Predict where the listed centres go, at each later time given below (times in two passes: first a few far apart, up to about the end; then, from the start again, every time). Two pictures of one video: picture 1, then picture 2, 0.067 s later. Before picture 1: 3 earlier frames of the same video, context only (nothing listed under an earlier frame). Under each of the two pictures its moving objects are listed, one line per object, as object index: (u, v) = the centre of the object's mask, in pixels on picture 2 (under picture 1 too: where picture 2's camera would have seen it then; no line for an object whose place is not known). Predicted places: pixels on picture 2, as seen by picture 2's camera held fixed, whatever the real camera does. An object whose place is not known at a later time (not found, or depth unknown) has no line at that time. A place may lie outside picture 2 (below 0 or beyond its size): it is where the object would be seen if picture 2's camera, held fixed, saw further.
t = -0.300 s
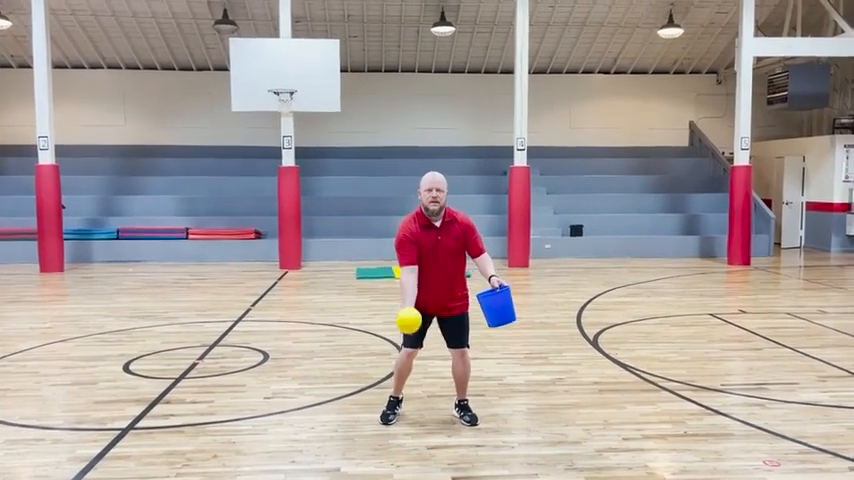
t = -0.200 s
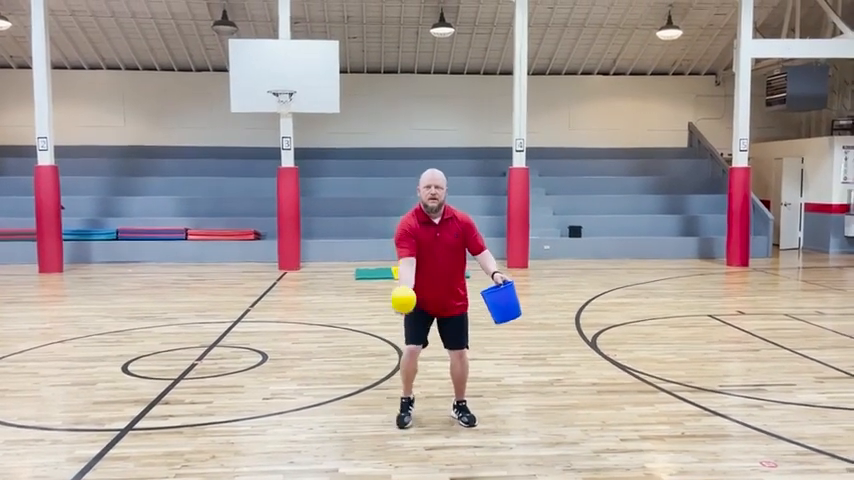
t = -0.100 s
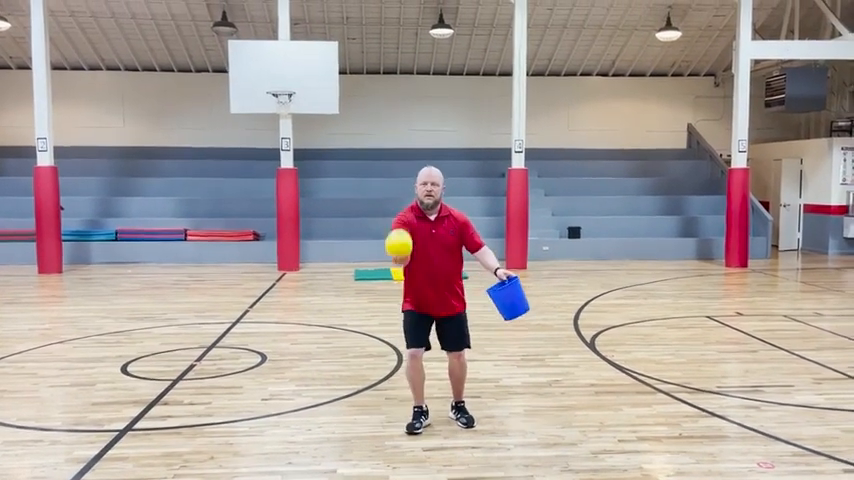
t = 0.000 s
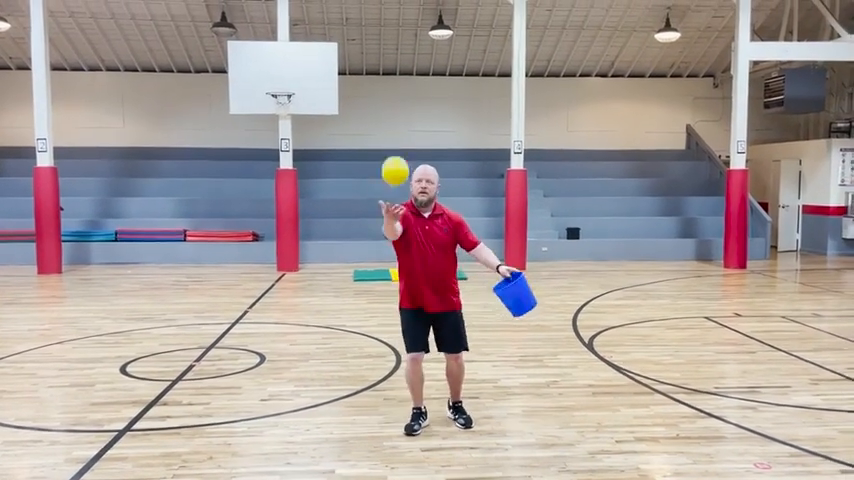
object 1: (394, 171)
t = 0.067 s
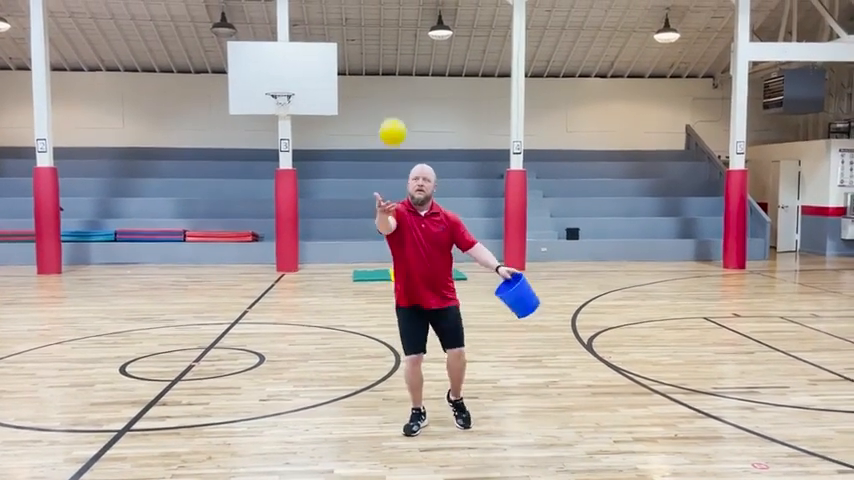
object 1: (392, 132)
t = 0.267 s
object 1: (387, 63)
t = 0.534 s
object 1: (380, 77)
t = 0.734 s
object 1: (381, 162)
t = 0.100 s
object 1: (392, 115)
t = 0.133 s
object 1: (391, 101)
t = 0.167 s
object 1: (389, 88)
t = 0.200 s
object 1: (389, 78)
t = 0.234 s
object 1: (388, 69)
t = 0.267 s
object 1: (387, 63)
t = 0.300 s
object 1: (386, 58)
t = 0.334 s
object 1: (385, 55)
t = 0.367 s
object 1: (384, 54)
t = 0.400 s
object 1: (384, 55)
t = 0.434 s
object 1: (383, 58)
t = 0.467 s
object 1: (382, 62)
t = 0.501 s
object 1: (381, 69)
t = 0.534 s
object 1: (380, 77)
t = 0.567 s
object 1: (380, 87)
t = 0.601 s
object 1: (380, 98)
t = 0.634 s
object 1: (380, 111)
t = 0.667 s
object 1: (380, 126)
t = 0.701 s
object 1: (380, 144)
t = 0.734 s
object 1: (381, 162)
